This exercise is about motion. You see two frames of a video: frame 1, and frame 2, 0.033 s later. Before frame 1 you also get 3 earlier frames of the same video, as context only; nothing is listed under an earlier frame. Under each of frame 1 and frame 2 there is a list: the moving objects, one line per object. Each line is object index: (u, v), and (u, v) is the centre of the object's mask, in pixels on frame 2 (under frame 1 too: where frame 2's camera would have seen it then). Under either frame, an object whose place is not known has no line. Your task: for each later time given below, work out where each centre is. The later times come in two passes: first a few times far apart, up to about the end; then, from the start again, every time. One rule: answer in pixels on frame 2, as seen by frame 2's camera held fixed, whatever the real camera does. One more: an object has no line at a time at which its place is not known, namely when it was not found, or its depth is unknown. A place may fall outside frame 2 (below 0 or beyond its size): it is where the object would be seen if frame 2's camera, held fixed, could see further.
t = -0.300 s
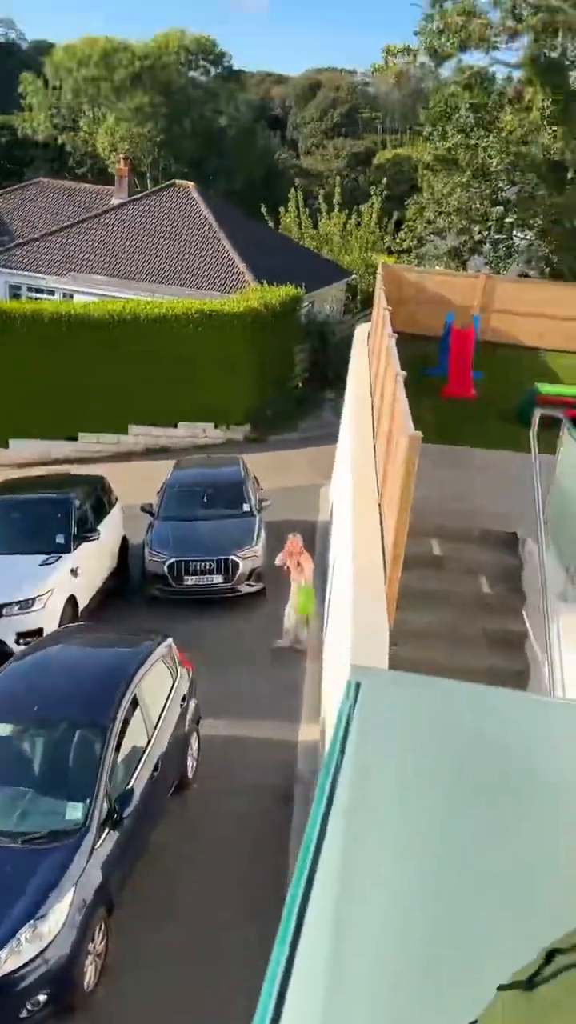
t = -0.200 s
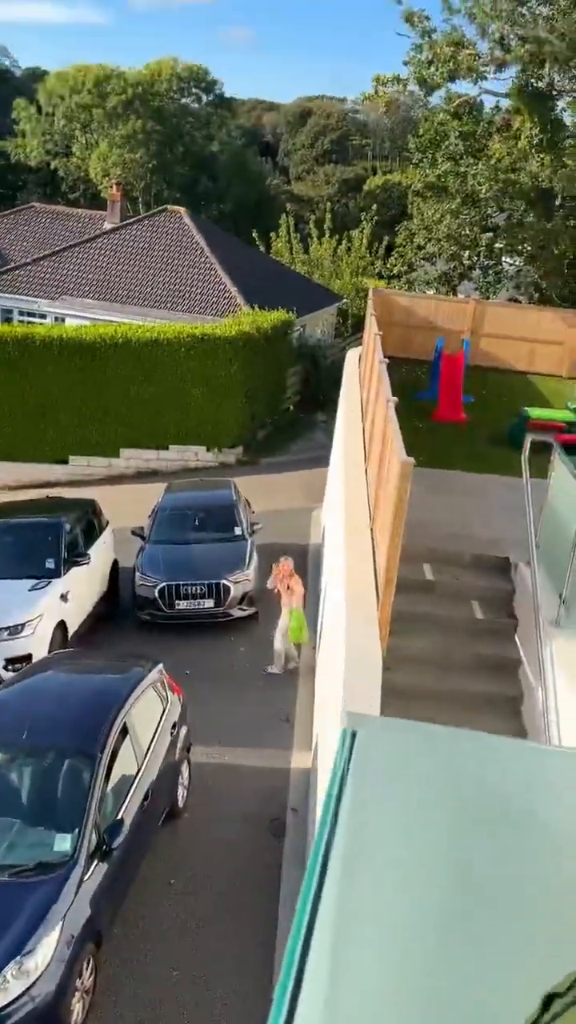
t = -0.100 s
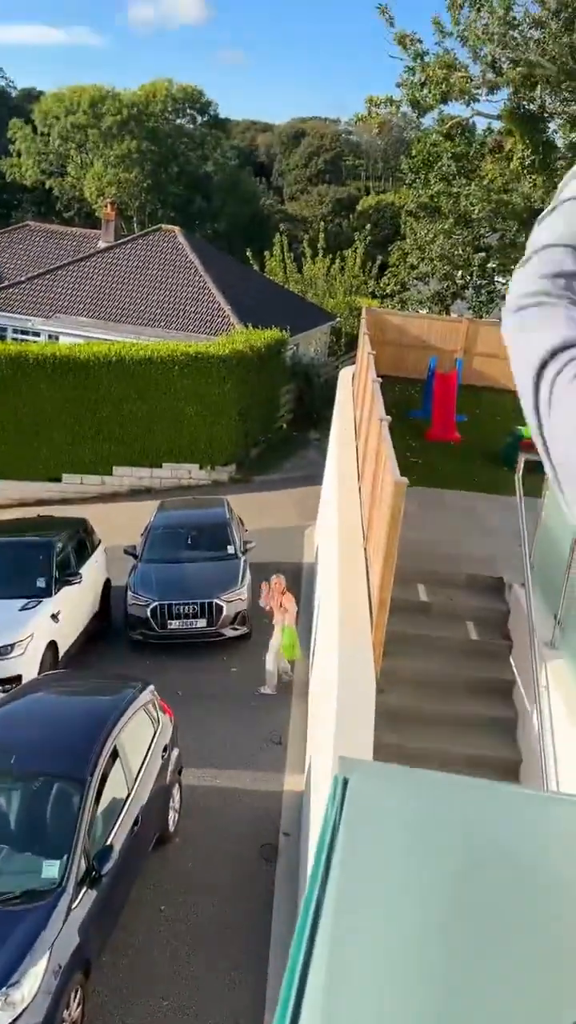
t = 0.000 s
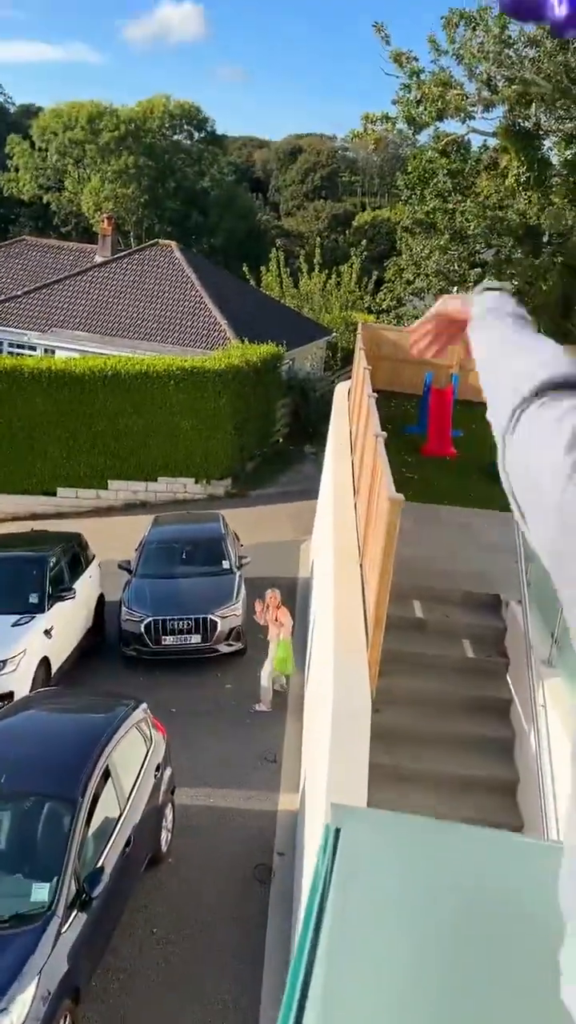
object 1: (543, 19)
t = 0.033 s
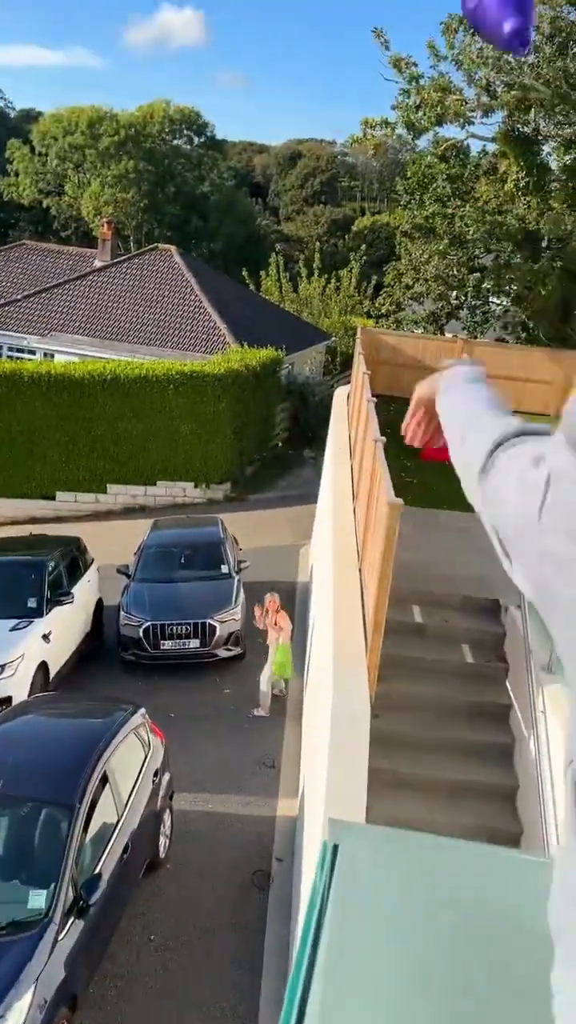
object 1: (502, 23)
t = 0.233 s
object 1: (365, 130)
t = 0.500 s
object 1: (289, 303)
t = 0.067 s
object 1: (467, 28)
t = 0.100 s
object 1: (441, 47)
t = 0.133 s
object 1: (418, 70)
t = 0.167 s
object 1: (399, 90)
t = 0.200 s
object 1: (380, 109)
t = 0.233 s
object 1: (365, 130)
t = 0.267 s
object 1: (352, 151)
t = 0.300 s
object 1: (339, 173)
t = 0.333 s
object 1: (330, 196)
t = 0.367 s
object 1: (319, 218)
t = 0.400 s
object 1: (310, 239)
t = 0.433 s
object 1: (300, 260)
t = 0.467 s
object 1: (295, 281)
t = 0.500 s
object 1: (289, 303)
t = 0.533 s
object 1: (284, 324)
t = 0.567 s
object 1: (278, 342)
